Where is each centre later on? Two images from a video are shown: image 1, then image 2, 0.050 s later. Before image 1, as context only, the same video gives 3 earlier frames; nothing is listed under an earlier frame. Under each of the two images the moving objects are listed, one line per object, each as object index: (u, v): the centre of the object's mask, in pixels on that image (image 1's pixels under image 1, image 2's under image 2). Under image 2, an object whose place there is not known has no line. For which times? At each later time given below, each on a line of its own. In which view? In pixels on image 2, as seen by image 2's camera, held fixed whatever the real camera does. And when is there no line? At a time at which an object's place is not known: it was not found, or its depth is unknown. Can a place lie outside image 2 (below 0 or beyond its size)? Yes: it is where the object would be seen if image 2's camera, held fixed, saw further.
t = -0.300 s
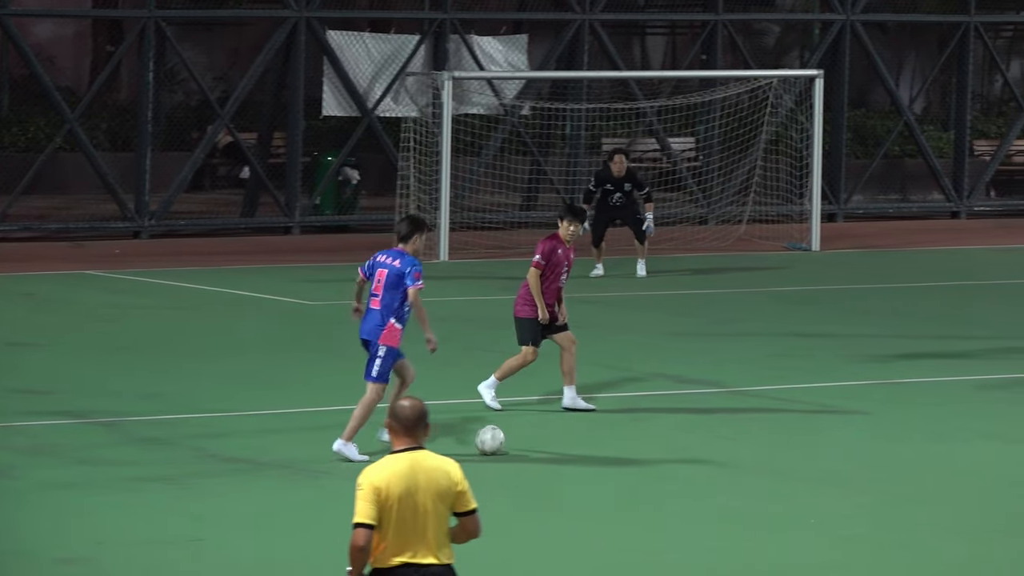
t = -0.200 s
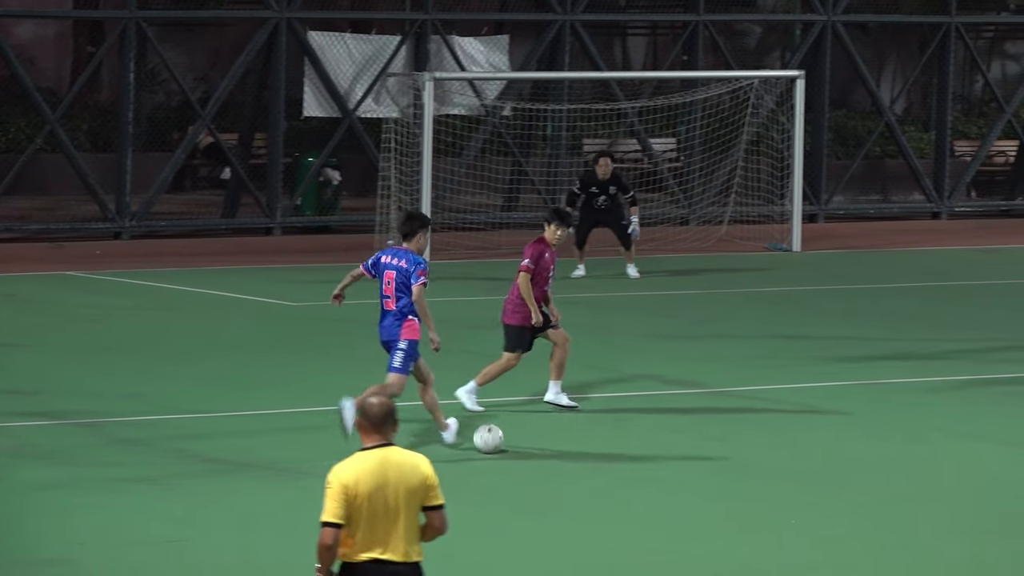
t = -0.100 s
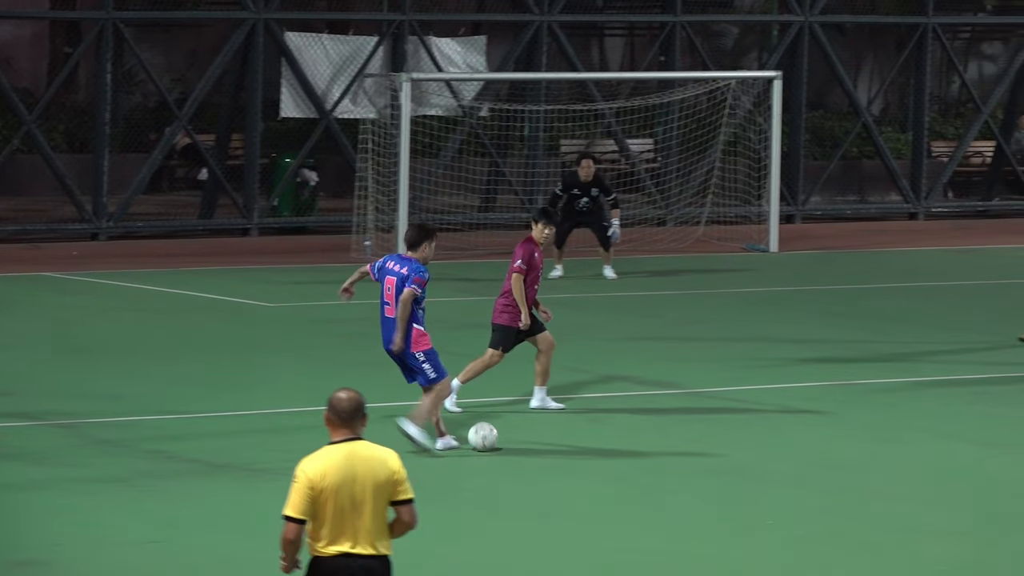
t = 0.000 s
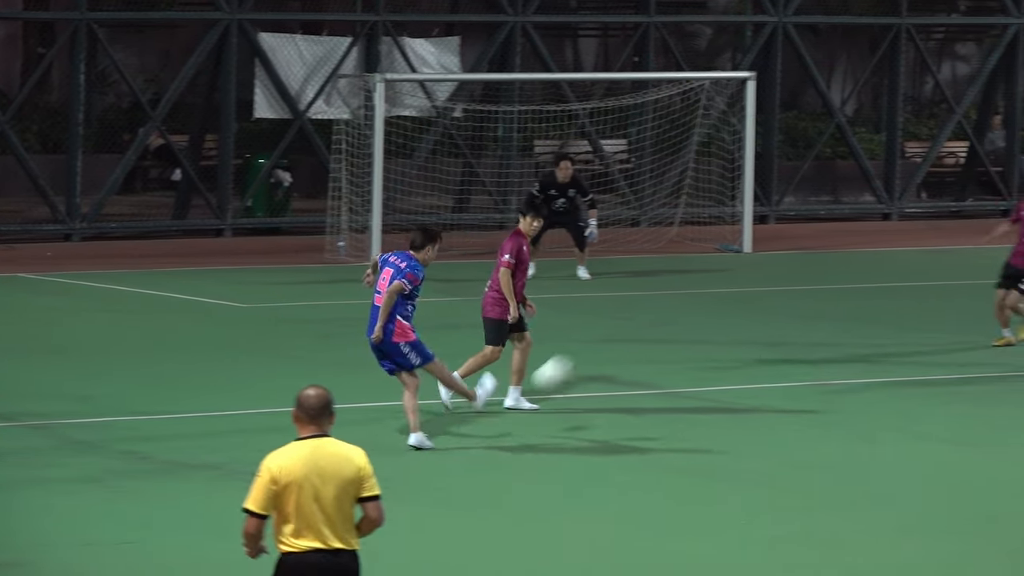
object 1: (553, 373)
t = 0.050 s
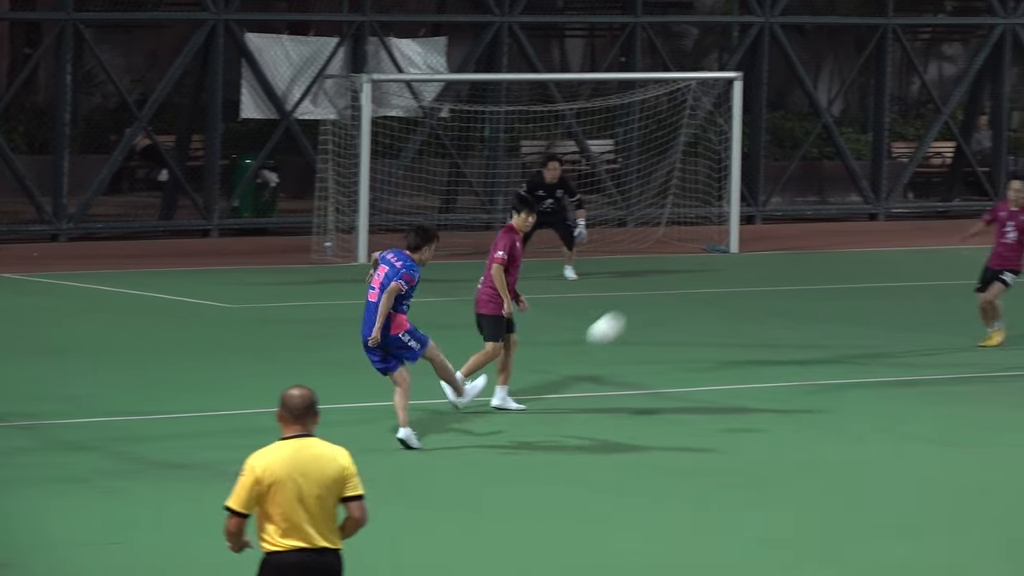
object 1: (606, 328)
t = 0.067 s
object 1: (628, 315)
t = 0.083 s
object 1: (648, 302)
